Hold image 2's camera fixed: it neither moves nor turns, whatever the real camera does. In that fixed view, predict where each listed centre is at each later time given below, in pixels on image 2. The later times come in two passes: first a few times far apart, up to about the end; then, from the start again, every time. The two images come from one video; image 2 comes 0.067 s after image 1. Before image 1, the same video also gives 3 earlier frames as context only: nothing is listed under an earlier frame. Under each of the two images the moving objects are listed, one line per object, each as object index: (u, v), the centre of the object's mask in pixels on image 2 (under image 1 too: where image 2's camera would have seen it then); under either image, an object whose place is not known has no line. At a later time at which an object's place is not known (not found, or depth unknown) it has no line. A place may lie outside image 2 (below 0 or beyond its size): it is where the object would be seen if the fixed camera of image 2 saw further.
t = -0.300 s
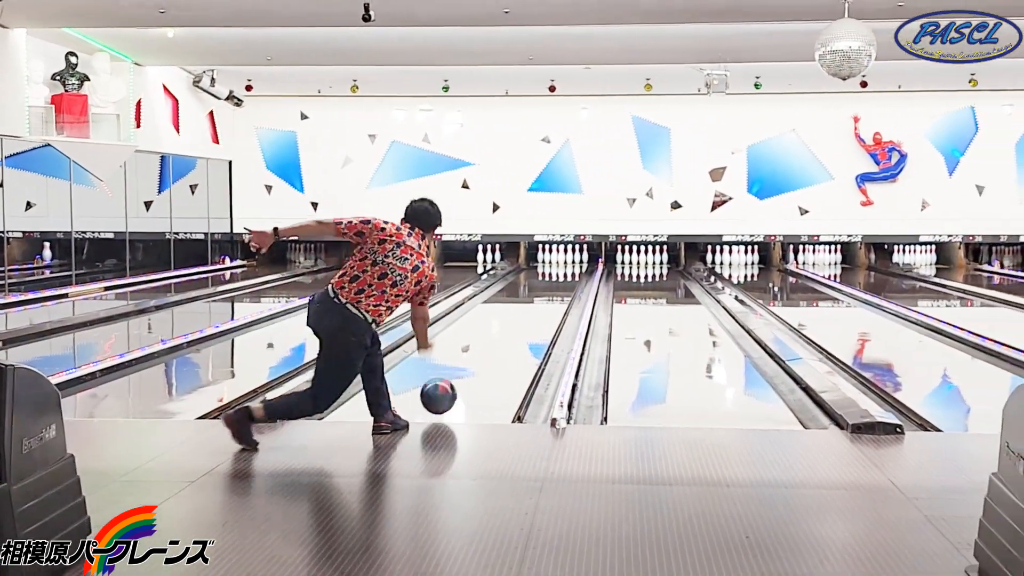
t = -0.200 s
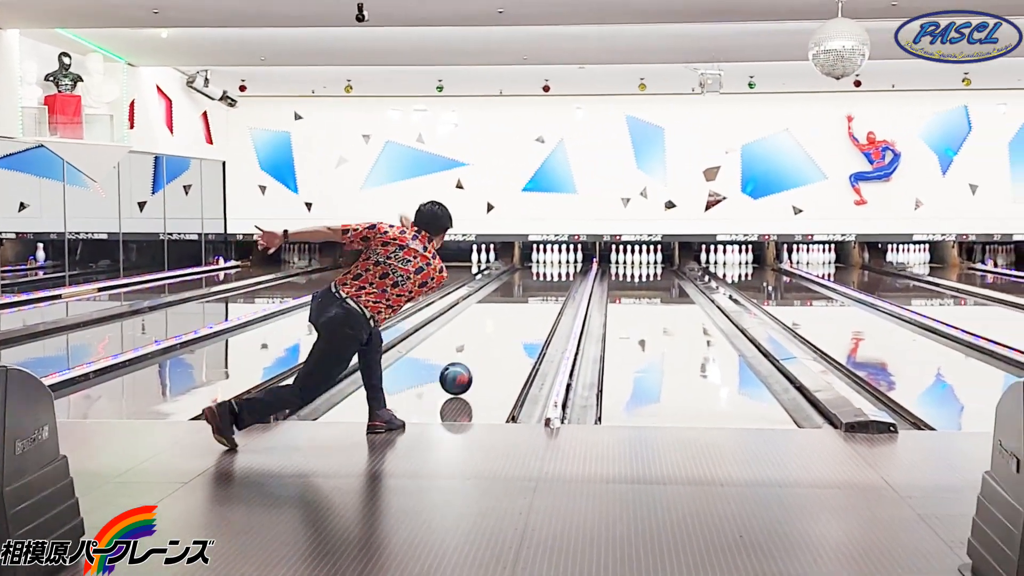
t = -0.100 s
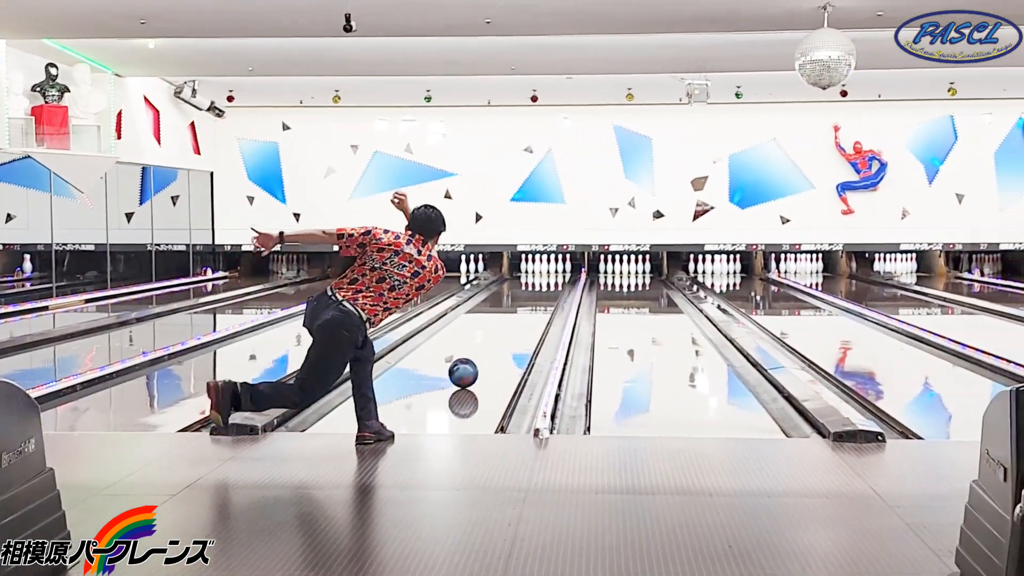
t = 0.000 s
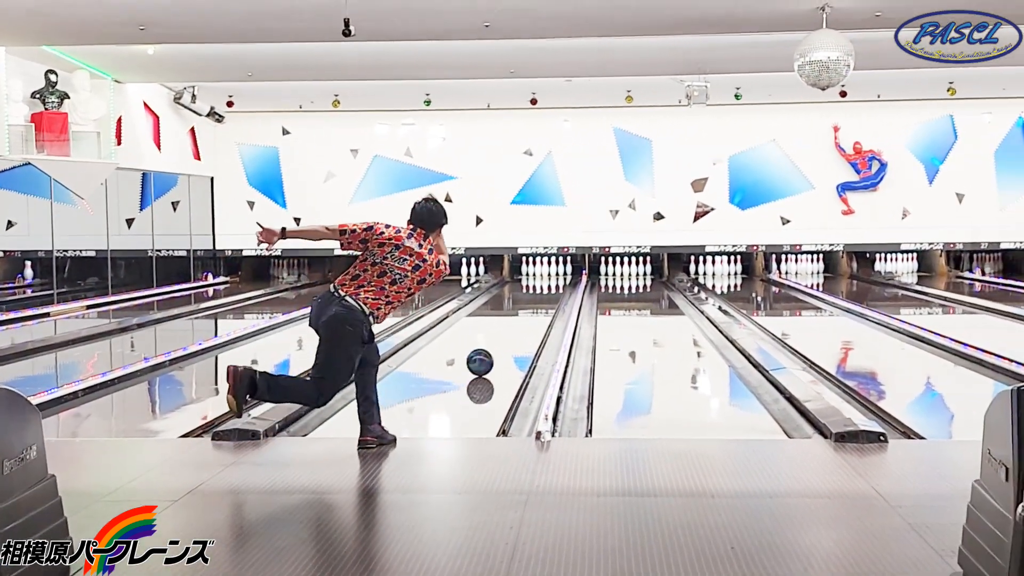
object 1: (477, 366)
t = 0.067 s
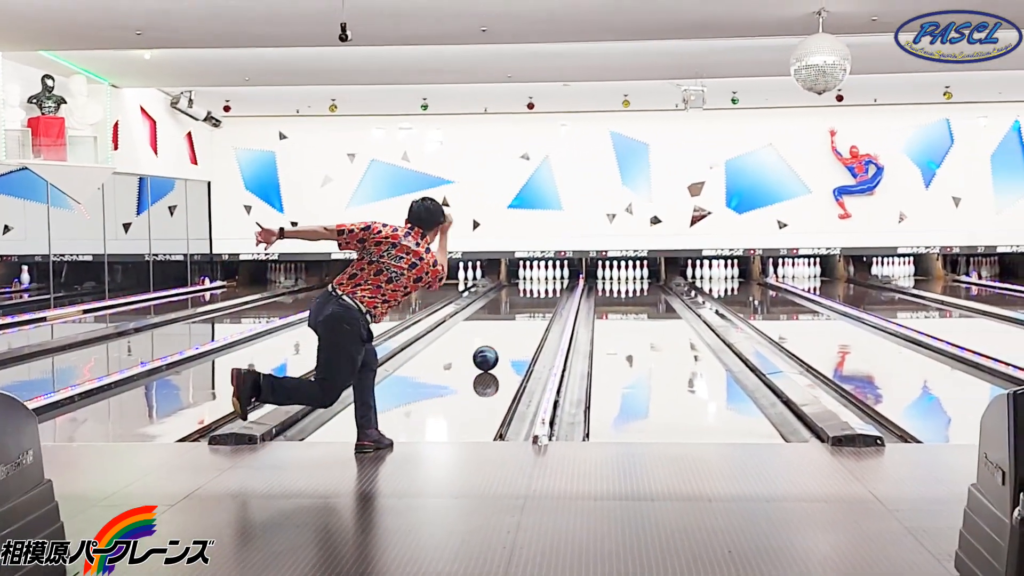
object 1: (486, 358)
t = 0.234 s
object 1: (503, 341)
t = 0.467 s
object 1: (519, 322)
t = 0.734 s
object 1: (531, 308)
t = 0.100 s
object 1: (489, 354)
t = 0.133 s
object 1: (493, 350)
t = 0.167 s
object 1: (496, 347)
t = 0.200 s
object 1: (499, 344)
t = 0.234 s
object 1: (503, 341)
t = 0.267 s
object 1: (506, 338)
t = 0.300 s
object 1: (508, 335)
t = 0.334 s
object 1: (511, 332)
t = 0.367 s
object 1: (513, 330)
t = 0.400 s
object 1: (515, 327)
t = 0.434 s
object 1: (517, 324)
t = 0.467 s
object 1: (519, 322)
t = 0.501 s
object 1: (521, 320)
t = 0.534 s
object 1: (522, 318)
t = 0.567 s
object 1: (524, 317)
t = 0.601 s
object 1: (526, 315)
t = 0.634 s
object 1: (527, 313)
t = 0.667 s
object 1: (529, 311)
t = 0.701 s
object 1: (530, 310)
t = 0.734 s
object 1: (531, 308)
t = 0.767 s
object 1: (533, 306)
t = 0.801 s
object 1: (534, 305)
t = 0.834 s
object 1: (535, 304)
